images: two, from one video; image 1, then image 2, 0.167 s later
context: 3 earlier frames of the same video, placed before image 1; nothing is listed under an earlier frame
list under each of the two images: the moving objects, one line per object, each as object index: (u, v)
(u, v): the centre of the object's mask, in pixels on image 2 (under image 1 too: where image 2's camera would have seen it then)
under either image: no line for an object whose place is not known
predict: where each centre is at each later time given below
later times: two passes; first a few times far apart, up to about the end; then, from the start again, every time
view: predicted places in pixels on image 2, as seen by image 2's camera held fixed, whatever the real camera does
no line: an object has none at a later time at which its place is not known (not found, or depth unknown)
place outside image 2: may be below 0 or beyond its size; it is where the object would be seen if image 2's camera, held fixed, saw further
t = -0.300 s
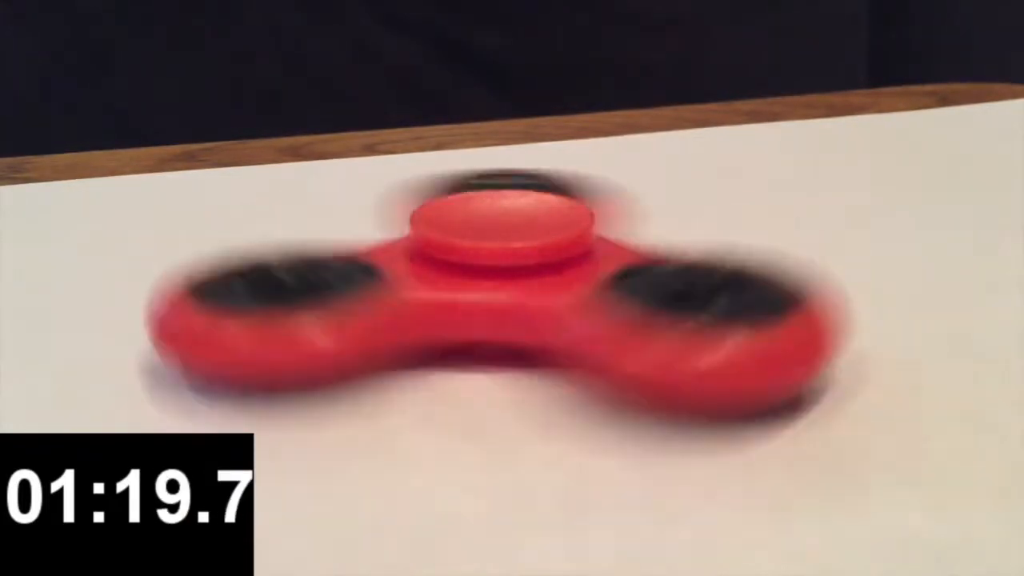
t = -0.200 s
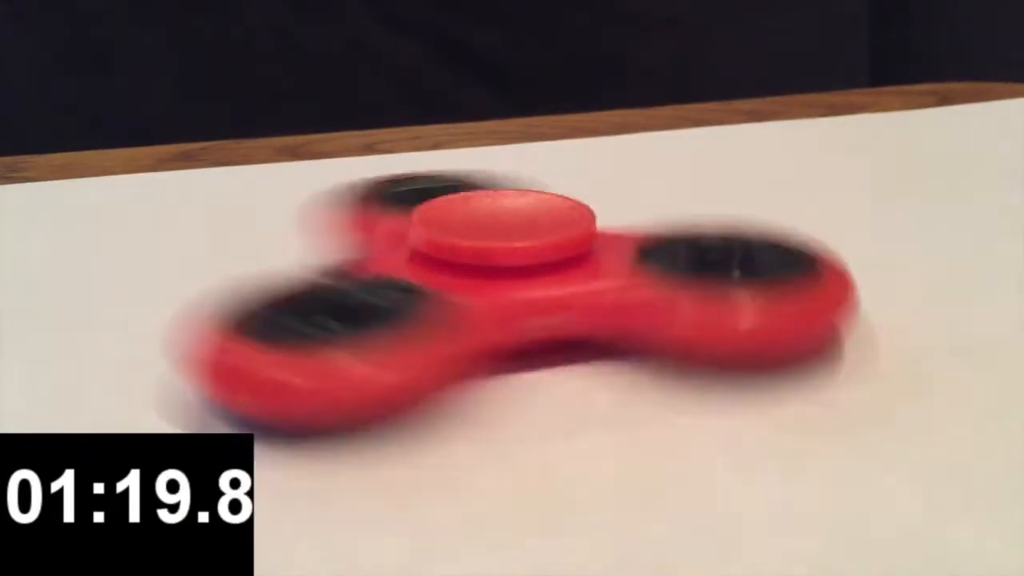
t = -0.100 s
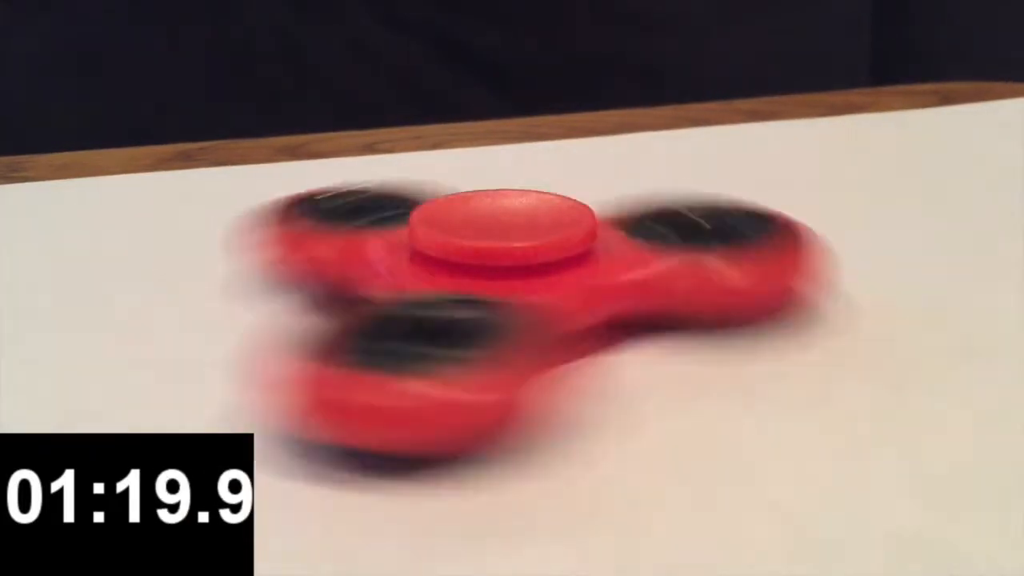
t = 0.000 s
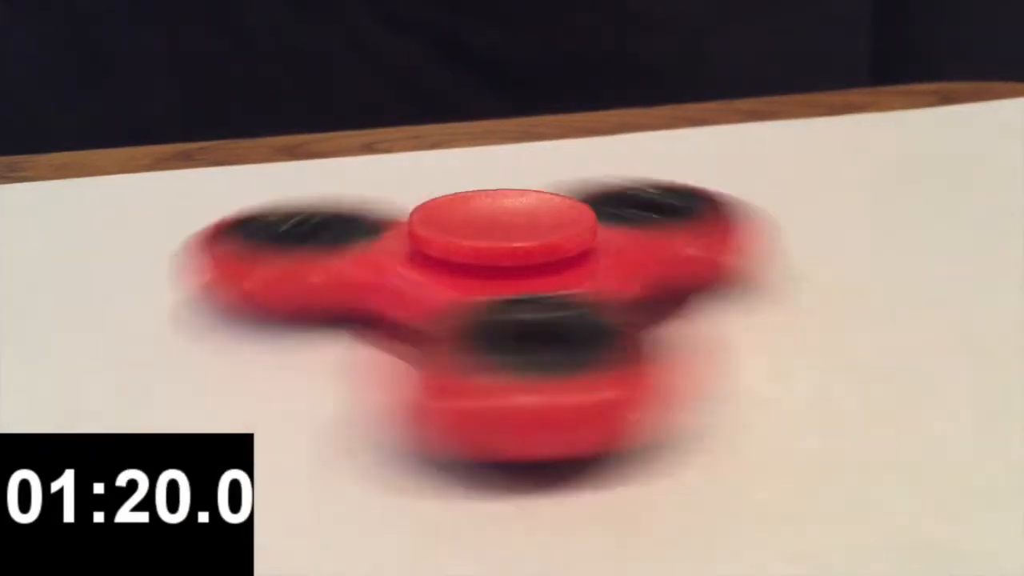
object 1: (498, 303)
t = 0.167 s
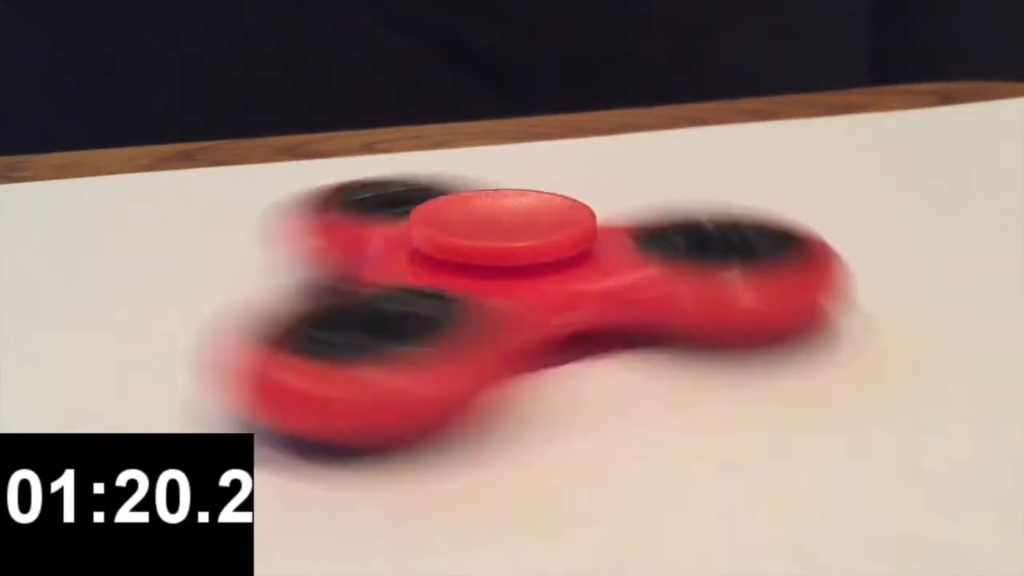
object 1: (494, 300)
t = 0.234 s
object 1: (505, 304)
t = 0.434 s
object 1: (498, 301)
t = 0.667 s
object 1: (492, 300)
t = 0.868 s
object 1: (506, 306)
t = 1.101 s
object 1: (507, 306)
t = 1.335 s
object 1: (496, 300)
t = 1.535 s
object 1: (504, 304)
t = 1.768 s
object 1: (507, 305)
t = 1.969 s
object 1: (497, 299)
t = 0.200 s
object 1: (506, 305)
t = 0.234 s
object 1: (505, 304)
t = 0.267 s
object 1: (496, 302)
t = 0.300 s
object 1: (498, 301)
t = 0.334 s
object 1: (508, 305)
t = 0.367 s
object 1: (505, 304)
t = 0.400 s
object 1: (496, 300)
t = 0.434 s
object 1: (498, 301)
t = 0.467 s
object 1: (507, 305)
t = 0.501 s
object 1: (501, 305)
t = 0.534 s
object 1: (490, 301)
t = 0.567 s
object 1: (502, 302)
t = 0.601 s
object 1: (507, 305)
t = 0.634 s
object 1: (497, 303)
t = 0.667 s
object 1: (492, 300)
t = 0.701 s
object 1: (506, 303)
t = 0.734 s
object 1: (506, 306)
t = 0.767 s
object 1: (494, 301)
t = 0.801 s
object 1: (491, 301)
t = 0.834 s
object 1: (505, 304)
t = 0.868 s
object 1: (506, 306)
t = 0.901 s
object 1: (495, 302)
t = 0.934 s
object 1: (493, 301)
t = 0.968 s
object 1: (507, 304)
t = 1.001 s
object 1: (505, 305)
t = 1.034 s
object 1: (495, 302)
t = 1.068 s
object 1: (494, 301)
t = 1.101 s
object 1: (507, 306)
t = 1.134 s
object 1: (505, 305)
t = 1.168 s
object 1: (496, 300)
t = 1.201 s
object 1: (496, 301)
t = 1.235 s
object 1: (508, 305)
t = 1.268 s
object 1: (504, 304)
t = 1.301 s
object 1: (495, 300)
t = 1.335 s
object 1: (496, 300)
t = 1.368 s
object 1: (507, 305)
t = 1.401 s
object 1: (504, 303)
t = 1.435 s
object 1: (496, 301)
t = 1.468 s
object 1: (498, 301)
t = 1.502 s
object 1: (508, 305)
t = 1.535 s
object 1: (504, 304)
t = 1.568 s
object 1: (492, 302)
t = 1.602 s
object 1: (499, 301)
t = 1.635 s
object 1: (508, 305)
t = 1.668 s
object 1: (506, 304)
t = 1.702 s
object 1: (493, 303)
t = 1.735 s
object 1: (498, 301)
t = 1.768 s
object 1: (507, 305)
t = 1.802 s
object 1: (505, 304)
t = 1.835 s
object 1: (494, 301)
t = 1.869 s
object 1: (498, 301)
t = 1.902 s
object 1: (508, 305)
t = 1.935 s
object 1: (504, 304)
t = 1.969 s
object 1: (497, 299)
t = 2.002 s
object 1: (497, 301)
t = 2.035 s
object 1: (507, 306)
